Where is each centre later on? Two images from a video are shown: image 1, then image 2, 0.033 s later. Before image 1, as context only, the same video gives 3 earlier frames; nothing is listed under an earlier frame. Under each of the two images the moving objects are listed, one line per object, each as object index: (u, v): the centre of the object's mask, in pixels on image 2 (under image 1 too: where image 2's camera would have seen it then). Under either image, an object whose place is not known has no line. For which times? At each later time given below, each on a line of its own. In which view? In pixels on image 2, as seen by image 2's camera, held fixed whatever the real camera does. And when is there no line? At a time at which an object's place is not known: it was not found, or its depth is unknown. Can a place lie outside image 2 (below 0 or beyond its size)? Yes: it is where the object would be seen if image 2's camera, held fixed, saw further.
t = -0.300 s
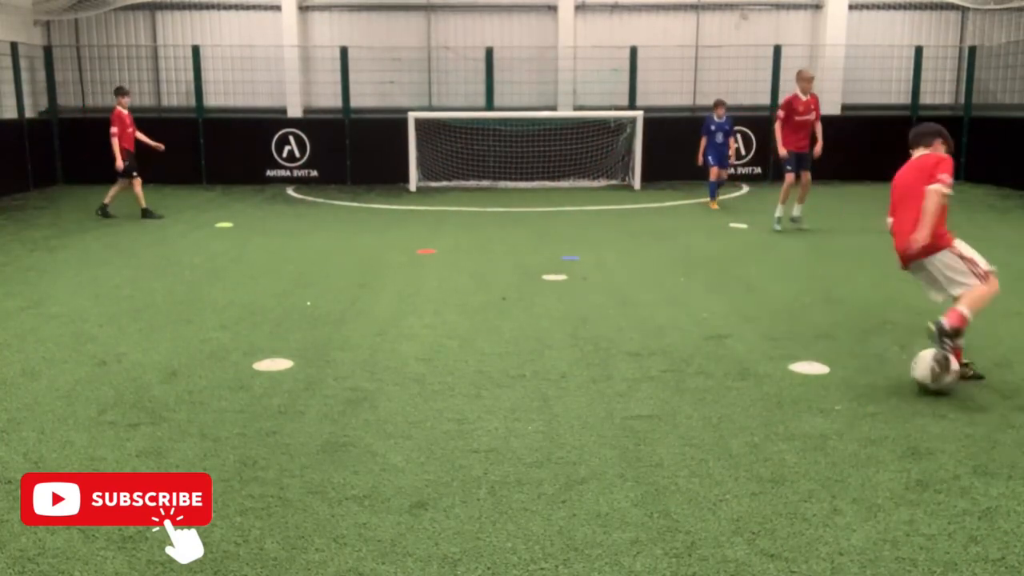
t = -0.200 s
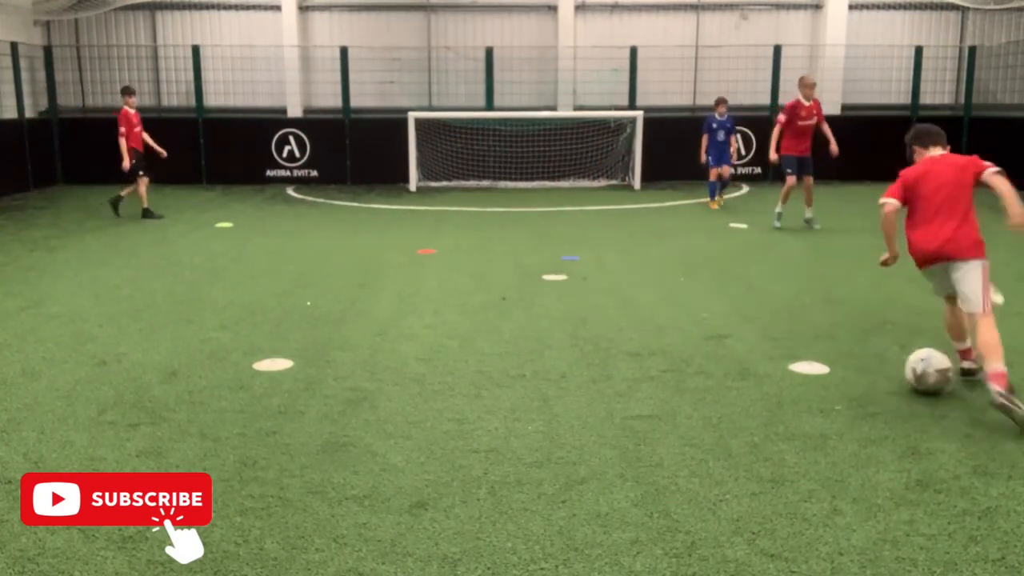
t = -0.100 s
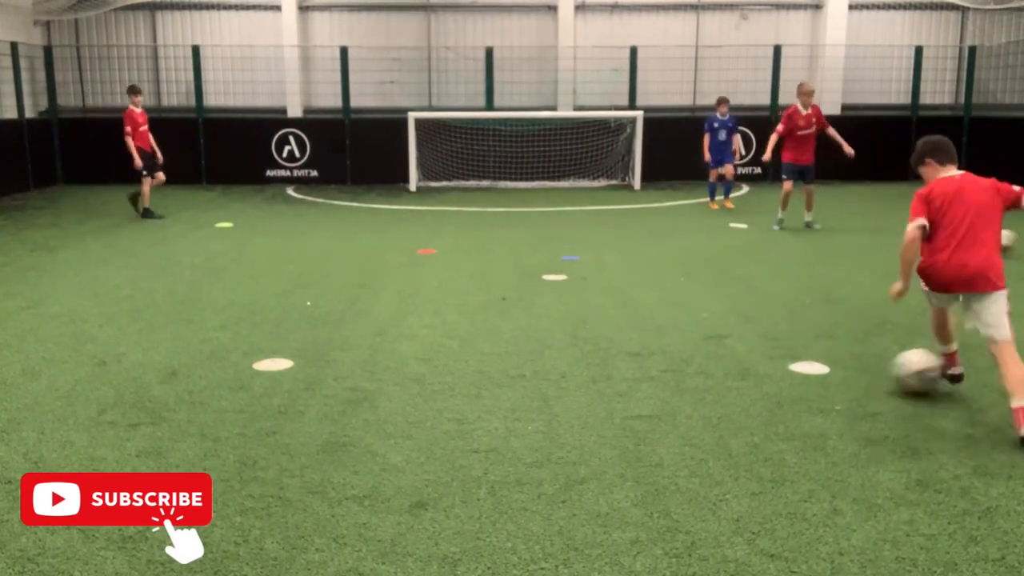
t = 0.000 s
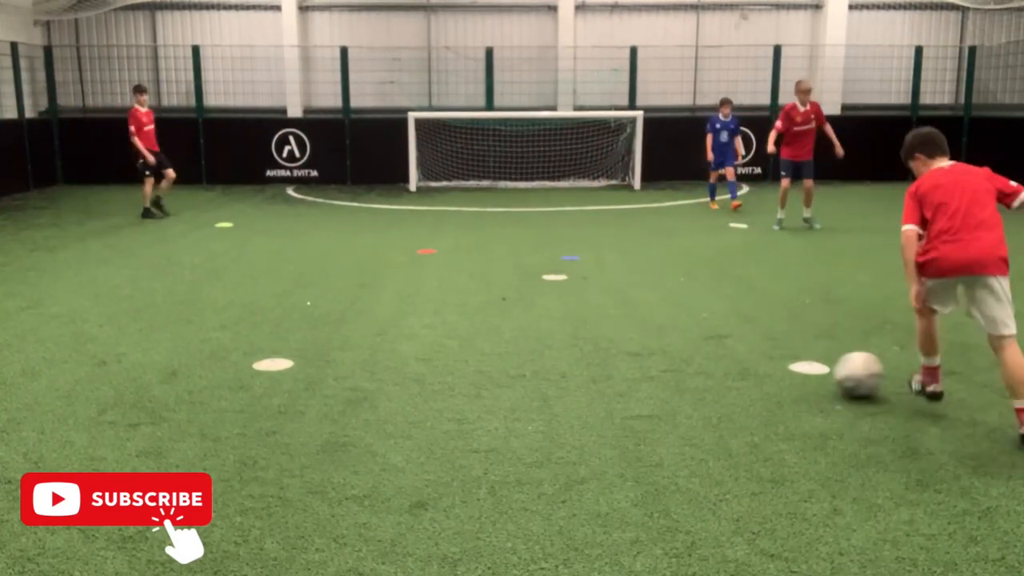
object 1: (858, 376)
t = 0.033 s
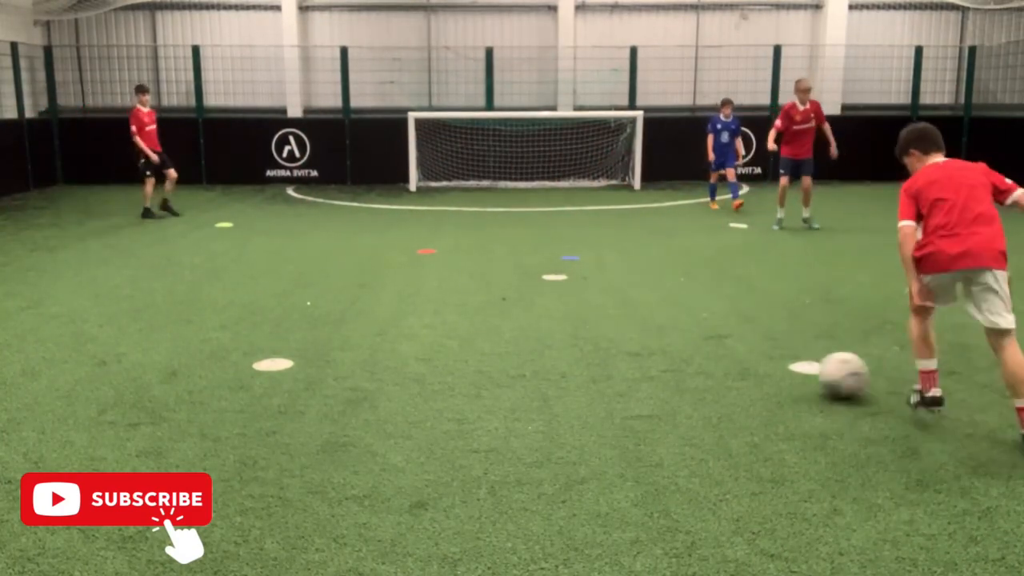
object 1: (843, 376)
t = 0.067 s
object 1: (826, 377)
